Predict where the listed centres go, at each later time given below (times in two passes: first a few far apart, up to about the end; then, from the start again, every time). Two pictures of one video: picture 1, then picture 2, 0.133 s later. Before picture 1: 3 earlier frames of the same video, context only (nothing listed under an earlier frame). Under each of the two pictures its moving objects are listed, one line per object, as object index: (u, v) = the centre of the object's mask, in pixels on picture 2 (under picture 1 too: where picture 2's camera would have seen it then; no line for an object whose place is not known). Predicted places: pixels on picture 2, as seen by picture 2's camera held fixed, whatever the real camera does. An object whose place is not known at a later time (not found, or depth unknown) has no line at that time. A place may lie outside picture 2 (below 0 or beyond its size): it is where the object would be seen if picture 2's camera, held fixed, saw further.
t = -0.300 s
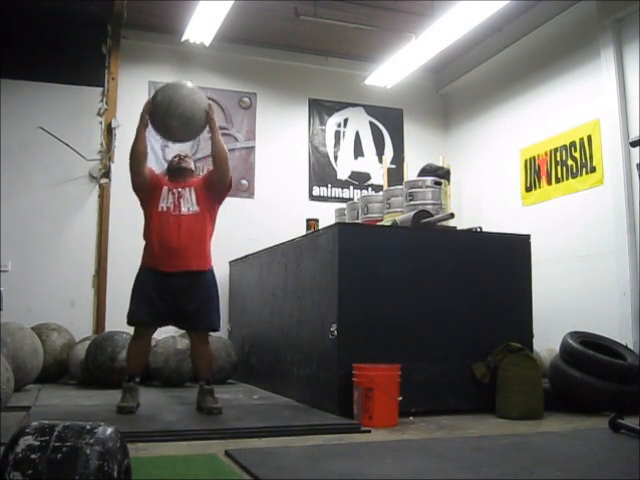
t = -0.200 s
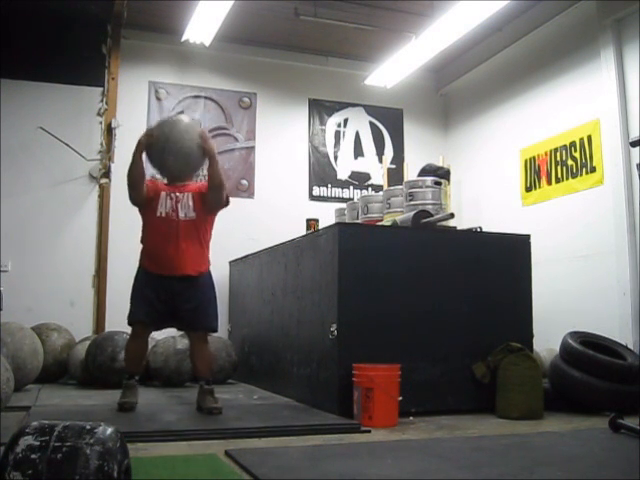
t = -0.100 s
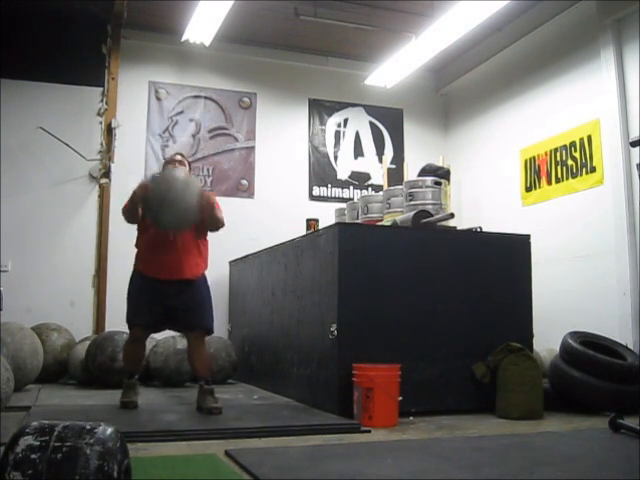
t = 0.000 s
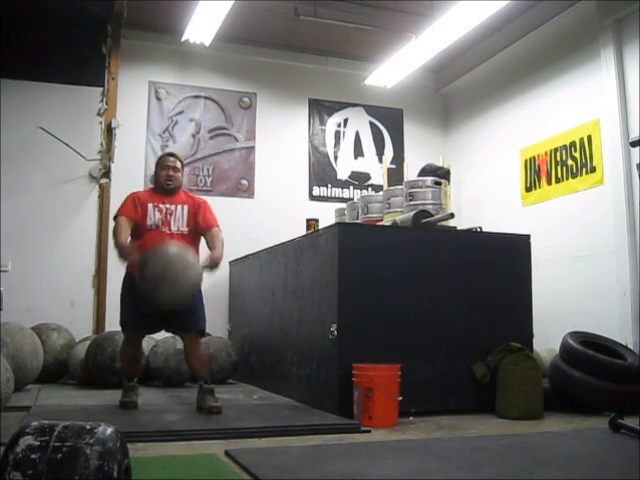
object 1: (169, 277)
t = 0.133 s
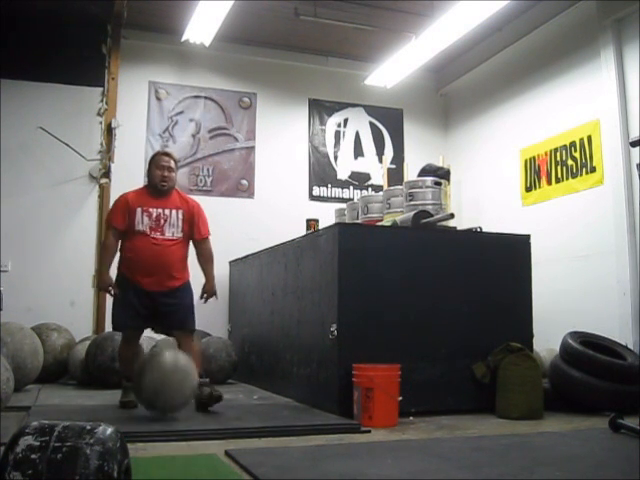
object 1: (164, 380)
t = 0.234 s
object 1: (164, 345)
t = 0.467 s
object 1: (161, 321)
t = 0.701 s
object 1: (159, 385)
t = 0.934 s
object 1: (156, 373)
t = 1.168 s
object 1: (153, 385)
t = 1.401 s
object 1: (150, 385)
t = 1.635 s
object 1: (148, 384)
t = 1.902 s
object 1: (147, 384)
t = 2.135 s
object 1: (147, 384)
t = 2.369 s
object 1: (149, 384)
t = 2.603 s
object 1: (149, 384)
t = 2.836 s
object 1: (149, 384)
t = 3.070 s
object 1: (149, 384)
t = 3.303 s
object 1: (150, 384)
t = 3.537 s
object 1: (149, 385)
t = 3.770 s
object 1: (150, 385)
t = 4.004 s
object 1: (149, 385)
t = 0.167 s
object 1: (164, 366)
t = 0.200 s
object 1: (164, 354)
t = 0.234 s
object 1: (164, 345)
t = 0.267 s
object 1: (164, 335)
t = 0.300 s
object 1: (163, 328)
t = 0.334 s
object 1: (163, 323)
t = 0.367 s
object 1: (162, 320)
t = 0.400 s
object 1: (162, 319)
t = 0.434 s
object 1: (162, 319)
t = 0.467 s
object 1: (161, 321)
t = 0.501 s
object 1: (161, 326)
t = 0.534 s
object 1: (161, 332)
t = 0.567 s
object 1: (160, 342)
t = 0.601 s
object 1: (159, 351)
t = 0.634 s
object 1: (160, 360)
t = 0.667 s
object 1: (160, 374)
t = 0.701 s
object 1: (159, 385)
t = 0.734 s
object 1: (159, 378)
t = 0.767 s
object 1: (158, 372)
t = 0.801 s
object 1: (157, 369)
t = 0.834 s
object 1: (157, 367)
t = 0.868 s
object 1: (157, 367)
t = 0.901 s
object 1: (157, 369)
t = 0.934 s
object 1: (156, 373)
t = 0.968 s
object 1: (157, 379)
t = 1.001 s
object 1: (155, 385)
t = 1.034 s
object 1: (156, 382)
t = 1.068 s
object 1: (156, 379)
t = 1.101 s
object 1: (155, 379)
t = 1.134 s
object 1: (154, 381)
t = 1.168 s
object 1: (153, 385)
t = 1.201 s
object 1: (153, 384)
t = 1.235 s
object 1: (152, 384)
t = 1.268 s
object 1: (152, 384)
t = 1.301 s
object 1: (152, 384)
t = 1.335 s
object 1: (151, 384)
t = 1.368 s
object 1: (151, 384)
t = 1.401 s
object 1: (150, 385)
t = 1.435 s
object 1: (150, 384)
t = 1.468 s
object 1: (150, 384)
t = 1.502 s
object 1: (149, 385)
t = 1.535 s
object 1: (149, 385)
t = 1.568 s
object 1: (149, 385)
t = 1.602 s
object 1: (148, 385)
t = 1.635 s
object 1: (148, 384)
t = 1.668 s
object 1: (148, 385)
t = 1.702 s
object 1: (147, 384)
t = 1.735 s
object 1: (147, 384)
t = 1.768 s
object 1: (147, 384)
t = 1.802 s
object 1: (147, 384)
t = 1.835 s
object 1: (147, 384)
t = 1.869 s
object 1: (147, 384)
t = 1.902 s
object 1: (147, 384)
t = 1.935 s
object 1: (147, 384)
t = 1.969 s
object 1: (147, 384)
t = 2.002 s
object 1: (147, 384)
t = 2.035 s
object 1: (147, 384)
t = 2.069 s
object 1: (147, 384)
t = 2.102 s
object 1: (147, 384)
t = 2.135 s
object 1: (147, 384)
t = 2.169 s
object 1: (148, 384)
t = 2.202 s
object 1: (148, 384)
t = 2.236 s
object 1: (148, 384)
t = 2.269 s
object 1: (148, 384)
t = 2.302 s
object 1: (148, 384)
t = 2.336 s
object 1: (148, 384)
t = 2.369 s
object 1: (149, 384)
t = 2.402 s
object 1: (149, 384)
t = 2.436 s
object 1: (149, 384)
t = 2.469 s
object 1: (149, 384)
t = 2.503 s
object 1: (149, 384)
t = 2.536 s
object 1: (149, 384)
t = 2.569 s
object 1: (149, 385)
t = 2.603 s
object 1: (149, 384)
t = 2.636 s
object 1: (149, 385)
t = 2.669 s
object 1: (149, 384)
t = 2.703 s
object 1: (149, 385)
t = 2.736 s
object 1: (149, 384)
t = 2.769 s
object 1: (150, 385)
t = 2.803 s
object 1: (149, 384)
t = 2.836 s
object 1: (149, 384)
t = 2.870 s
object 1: (149, 384)
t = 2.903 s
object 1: (149, 384)
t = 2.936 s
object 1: (149, 385)
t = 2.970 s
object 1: (149, 385)
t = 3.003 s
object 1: (149, 384)
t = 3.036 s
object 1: (149, 384)
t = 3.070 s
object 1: (149, 384)
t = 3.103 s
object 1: (149, 384)
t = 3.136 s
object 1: (149, 384)
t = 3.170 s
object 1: (149, 384)
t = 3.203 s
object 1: (150, 384)
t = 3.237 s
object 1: (150, 384)
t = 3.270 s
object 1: (150, 384)
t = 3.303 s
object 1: (150, 384)
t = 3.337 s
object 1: (149, 384)
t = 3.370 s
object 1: (149, 385)
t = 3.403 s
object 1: (148, 385)
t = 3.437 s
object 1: (149, 385)
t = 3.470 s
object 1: (148, 385)
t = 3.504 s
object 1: (149, 385)
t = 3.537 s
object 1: (149, 385)
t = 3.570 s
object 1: (149, 385)
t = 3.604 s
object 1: (149, 385)
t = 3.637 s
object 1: (150, 385)
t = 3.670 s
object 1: (149, 385)
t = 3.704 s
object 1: (149, 385)
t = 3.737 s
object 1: (149, 385)
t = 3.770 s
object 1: (150, 385)
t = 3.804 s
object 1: (149, 385)
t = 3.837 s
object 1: (150, 385)
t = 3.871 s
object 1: (150, 385)
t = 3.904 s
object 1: (149, 385)
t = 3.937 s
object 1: (149, 385)
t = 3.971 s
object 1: (149, 385)
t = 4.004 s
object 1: (149, 385)
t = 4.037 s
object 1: (149, 385)
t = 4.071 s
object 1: (149, 385)
